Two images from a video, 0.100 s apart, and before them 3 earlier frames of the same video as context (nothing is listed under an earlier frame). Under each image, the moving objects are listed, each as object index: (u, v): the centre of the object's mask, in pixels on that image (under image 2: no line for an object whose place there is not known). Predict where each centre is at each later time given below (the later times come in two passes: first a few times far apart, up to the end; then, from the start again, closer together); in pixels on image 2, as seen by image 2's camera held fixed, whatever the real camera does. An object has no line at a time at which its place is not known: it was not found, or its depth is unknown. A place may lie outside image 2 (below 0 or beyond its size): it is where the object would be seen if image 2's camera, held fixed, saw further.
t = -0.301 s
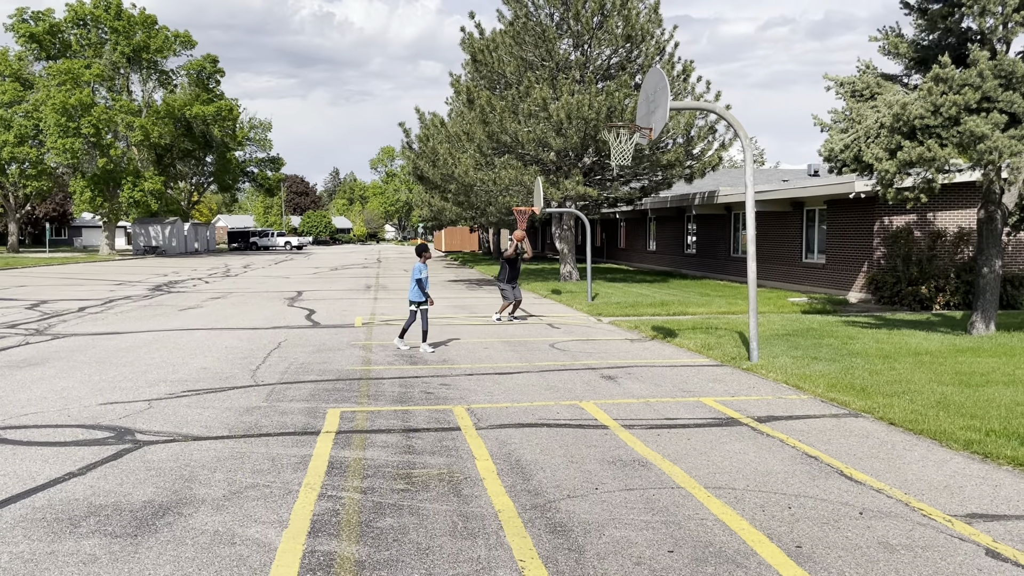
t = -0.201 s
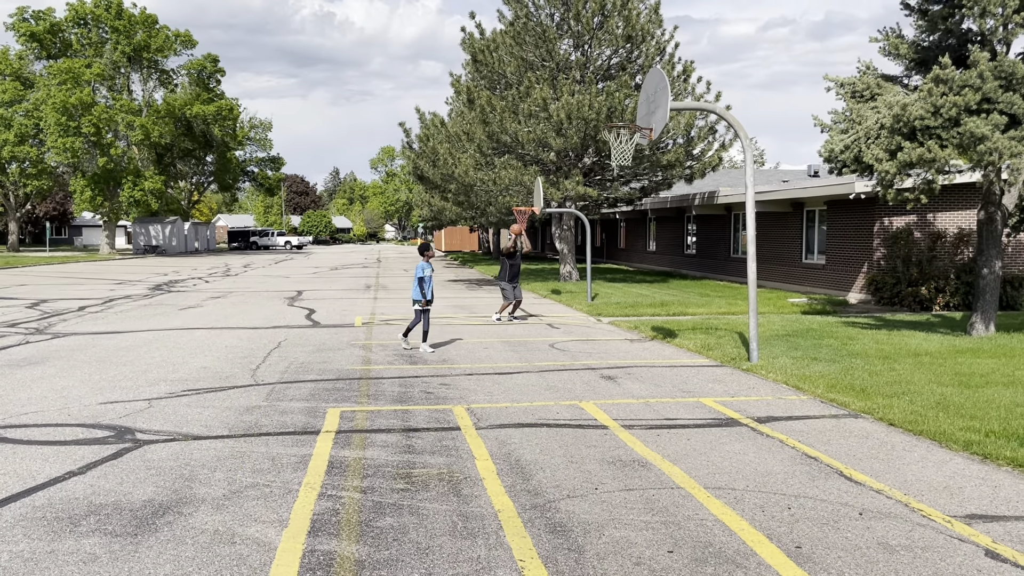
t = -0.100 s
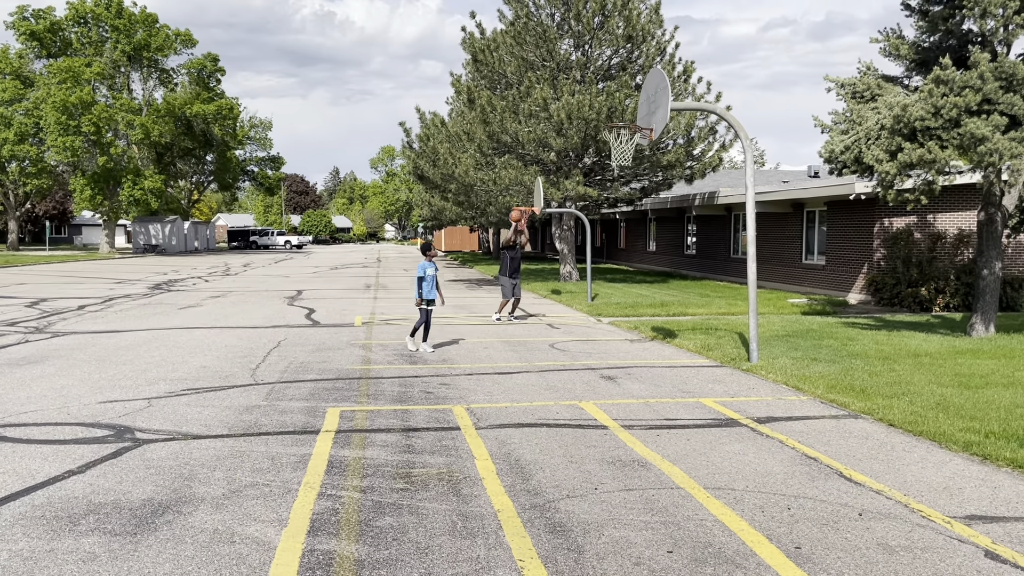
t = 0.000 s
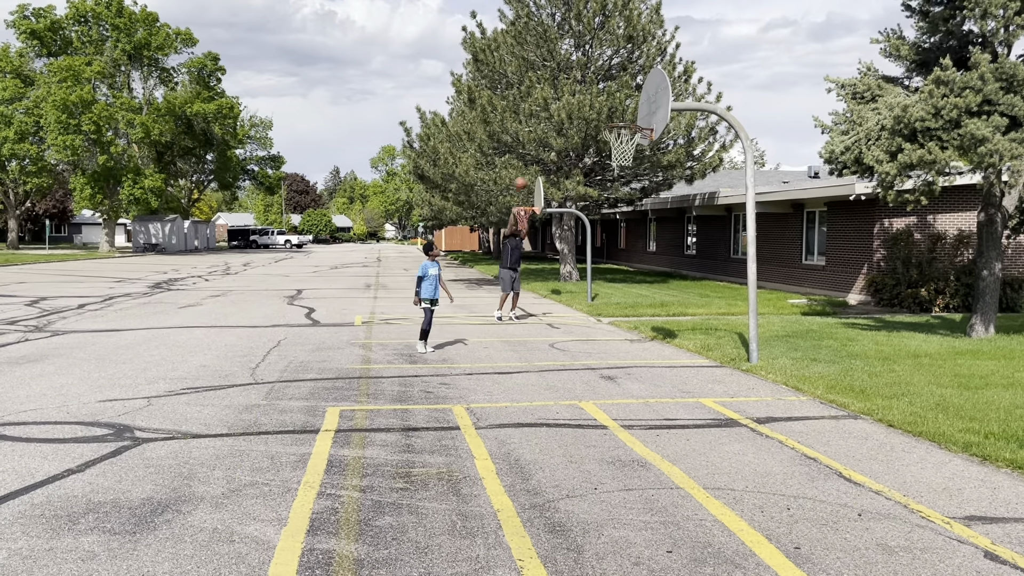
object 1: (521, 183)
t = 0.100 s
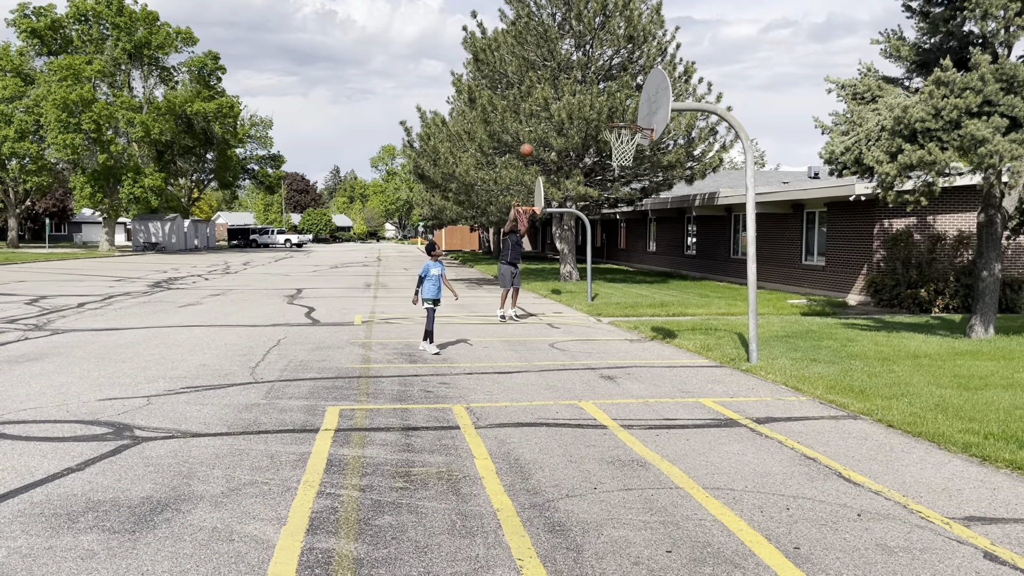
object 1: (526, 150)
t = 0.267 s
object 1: (538, 103)
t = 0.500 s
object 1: (555, 59)
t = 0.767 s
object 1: (578, 45)
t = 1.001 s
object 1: (602, 75)
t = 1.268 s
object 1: (630, 154)
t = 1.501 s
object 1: (646, 197)
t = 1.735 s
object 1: (663, 289)
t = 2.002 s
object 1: (676, 315)
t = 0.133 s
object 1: (529, 139)
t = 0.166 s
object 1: (531, 129)
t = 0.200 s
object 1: (533, 120)
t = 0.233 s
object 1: (535, 112)
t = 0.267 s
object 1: (538, 103)
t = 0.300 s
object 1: (540, 95)
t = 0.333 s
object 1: (543, 88)
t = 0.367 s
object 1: (545, 81)
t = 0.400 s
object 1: (548, 75)
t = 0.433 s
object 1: (550, 69)
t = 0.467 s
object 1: (553, 63)
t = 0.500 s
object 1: (555, 59)
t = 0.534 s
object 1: (558, 54)
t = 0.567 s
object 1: (560, 51)
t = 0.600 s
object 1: (563, 48)
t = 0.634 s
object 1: (566, 46)
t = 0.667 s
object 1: (570, 45)
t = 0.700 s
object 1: (572, 44)
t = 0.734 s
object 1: (575, 44)
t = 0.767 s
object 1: (578, 45)
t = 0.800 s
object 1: (582, 47)
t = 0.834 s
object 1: (585, 49)
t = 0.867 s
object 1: (587, 53)
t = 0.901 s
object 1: (591, 57)
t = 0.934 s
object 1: (595, 62)
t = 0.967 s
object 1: (598, 68)
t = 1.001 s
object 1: (602, 75)
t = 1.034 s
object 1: (604, 83)
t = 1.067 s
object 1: (608, 93)
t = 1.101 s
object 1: (612, 103)
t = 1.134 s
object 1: (616, 114)
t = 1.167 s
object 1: (619, 126)
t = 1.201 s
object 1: (623, 139)
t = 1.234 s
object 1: (627, 147)
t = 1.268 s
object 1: (630, 154)
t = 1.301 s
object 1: (632, 155)
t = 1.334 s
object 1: (634, 160)
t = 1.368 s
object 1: (636, 166)
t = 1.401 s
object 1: (639, 172)
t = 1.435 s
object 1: (641, 179)
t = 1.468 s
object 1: (644, 188)
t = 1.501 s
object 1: (646, 197)
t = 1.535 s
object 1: (648, 208)
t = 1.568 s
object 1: (651, 219)
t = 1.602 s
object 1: (653, 231)
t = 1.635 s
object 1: (655, 244)
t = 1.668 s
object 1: (658, 258)
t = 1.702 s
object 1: (660, 273)
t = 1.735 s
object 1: (663, 289)
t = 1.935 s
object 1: (674, 343)
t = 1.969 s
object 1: (675, 329)
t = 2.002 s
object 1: (676, 315)
